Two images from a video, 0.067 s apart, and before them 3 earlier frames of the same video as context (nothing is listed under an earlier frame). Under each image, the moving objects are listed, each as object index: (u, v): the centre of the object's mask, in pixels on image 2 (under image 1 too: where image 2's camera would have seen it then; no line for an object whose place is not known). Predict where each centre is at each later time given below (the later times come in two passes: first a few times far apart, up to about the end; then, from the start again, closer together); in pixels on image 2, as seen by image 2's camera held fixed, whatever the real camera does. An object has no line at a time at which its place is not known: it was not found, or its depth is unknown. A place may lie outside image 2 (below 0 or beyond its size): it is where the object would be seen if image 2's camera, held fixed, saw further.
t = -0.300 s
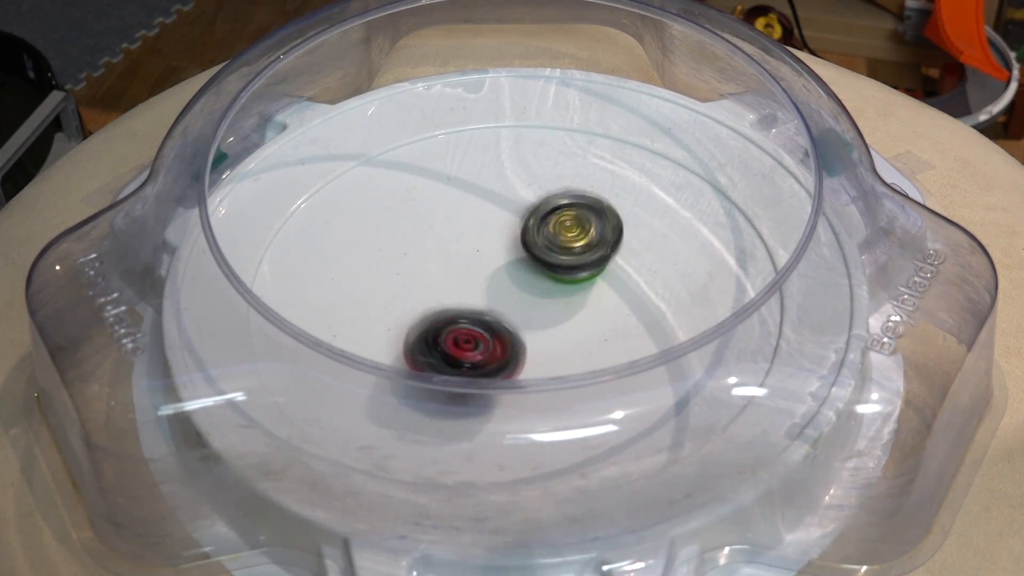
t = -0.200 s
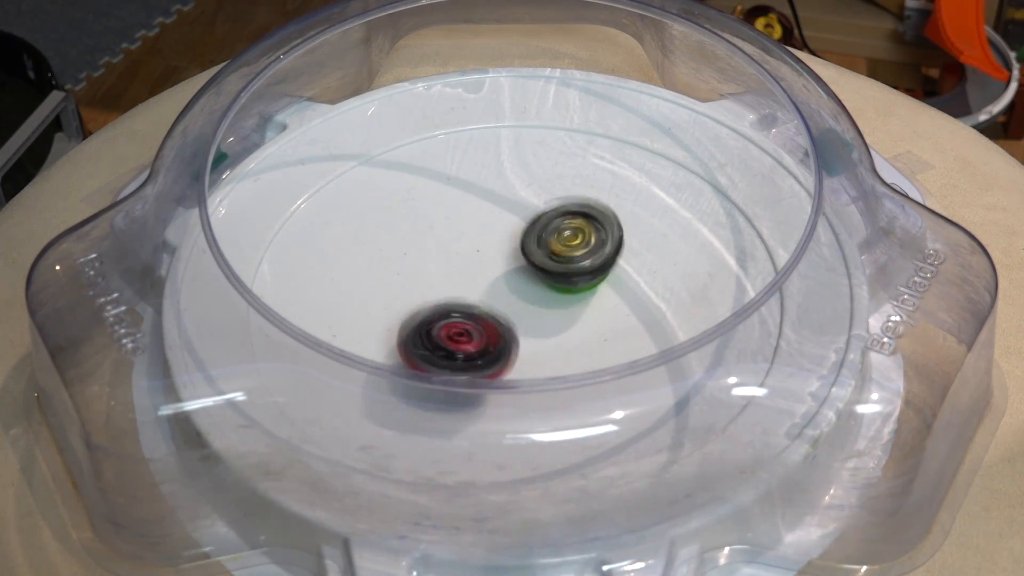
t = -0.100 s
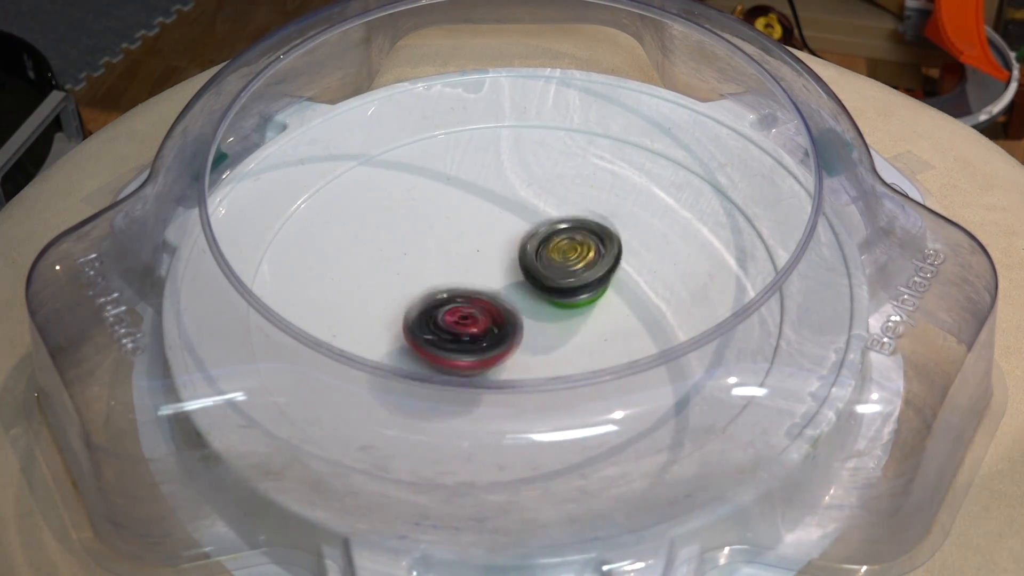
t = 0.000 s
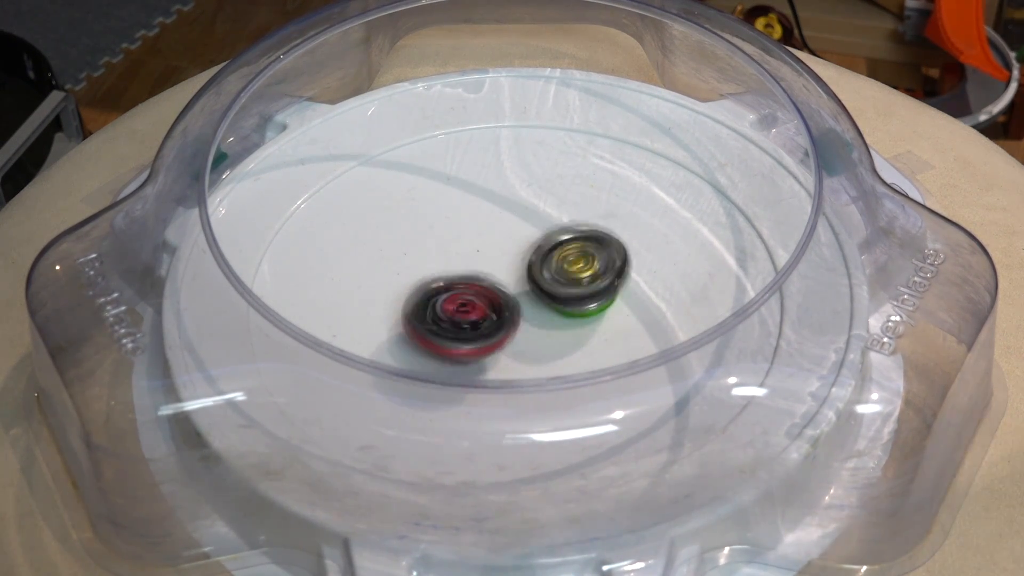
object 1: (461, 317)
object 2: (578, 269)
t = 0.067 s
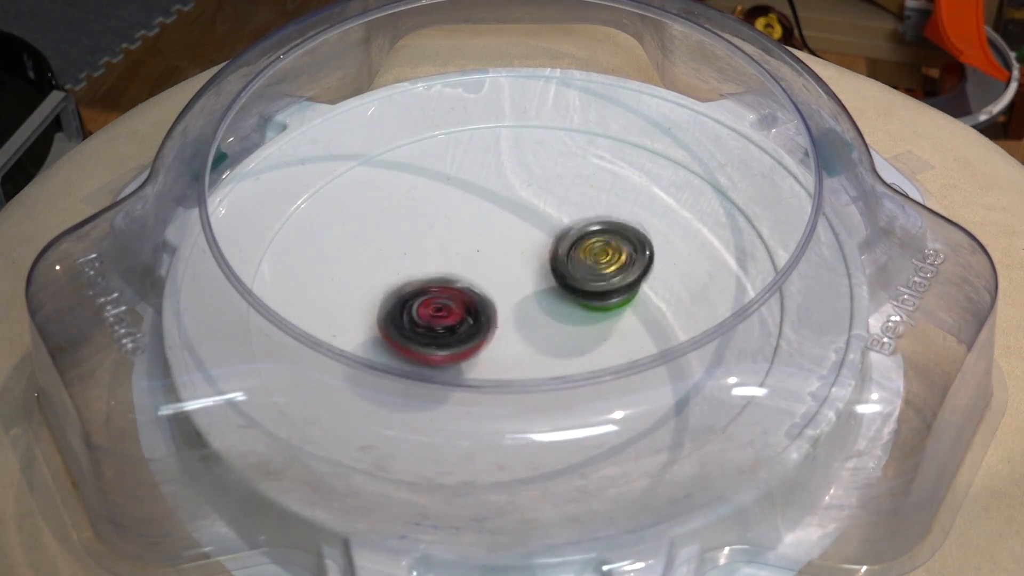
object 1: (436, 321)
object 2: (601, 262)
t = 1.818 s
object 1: (517, 261)
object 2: (466, 339)
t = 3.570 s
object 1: (524, 332)
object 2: (504, 250)
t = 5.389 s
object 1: (470, 316)
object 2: (550, 256)
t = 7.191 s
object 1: (455, 303)
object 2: (572, 263)
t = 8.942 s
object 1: (467, 307)
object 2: (578, 263)
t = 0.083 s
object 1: (434, 321)
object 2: (604, 261)
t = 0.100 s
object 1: (430, 321)
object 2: (606, 260)
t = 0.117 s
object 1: (430, 321)
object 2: (607, 261)
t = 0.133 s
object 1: (427, 320)
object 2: (606, 261)
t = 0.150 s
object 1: (428, 320)
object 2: (606, 262)
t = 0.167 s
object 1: (427, 319)
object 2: (606, 263)
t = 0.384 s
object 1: (470, 302)
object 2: (587, 288)
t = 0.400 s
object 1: (472, 299)
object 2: (586, 290)
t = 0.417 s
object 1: (472, 297)
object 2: (588, 291)
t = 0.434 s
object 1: (469, 295)
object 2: (592, 292)
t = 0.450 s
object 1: (468, 294)
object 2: (593, 294)
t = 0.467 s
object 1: (466, 291)
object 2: (591, 295)
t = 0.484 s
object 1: (466, 290)
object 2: (590, 296)
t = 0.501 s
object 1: (465, 288)
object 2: (588, 297)
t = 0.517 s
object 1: (466, 287)
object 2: (588, 298)
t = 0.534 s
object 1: (465, 286)
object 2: (587, 300)
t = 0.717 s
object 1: (469, 275)
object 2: (572, 318)
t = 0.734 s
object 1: (468, 274)
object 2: (571, 320)
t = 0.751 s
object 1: (469, 273)
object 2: (570, 322)
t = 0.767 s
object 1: (469, 272)
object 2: (567, 323)
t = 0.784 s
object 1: (470, 272)
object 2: (563, 325)
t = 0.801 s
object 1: (471, 271)
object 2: (561, 325)
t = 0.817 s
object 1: (470, 270)
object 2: (560, 327)
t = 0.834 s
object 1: (468, 266)
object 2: (563, 329)
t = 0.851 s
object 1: (463, 263)
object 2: (566, 332)
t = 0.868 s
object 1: (462, 260)
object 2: (565, 333)
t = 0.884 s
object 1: (459, 258)
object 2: (565, 334)
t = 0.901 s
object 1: (459, 256)
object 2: (563, 335)
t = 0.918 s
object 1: (457, 255)
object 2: (563, 336)
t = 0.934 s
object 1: (458, 254)
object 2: (563, 336)
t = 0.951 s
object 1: (457, 254)
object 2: (563, 337)
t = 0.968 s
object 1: (459, 253)
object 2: (562, 338)
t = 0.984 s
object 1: (458, 254)
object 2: (558, 339)
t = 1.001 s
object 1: (461, 254)
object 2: (555, 340)
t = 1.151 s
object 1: (482, 263)
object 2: (532, 344)
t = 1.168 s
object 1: (484, 265)
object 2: (530, 344)
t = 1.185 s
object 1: (487, 266)
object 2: (529, 344)
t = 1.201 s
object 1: (489, 268)
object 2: (528, 344)
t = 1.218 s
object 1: (493, 269)
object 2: (524, 345)
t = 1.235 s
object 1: (494, 270)
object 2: (520, 345)
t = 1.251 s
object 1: (494, 265)
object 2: (516, 348)
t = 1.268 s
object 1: (495, 257)
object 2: (516, 361)
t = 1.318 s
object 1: (493, 236)
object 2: (515, 377)
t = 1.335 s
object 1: (494, 231)
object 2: (516, 380)
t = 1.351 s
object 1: (493, 227)
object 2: (517, 380)
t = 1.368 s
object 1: (494, 224)
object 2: (516, 380)
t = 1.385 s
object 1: (494, 221)
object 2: (515, 379)
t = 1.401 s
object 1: (494, 219)
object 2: (513, 380)
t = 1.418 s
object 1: (494, 218)
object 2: (510, 380)
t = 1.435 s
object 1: (495, 218)
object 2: (510, 380)
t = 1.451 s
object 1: (495, 218)
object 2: (509, 381)
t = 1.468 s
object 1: (495, 219)
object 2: (509, 380)
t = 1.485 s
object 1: (496, 220)
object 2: (508, 380)
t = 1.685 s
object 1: (506, 255)
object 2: (489, 347)
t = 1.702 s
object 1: (508, 258)
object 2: (487, 344)
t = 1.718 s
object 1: (508, 261)
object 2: (486, 343)
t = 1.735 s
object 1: (510, 263)
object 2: (481, 341)
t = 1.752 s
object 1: (512, 263)
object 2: (478, 342)
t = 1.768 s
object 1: (514, 261)
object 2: (474, 341)
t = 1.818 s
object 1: (517, 261)
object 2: (466, 339)
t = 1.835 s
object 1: (519, 261)
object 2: (464, 338)
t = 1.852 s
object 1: (519, 261)
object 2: (463, 337)
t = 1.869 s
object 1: (521, 262)
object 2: (463, 336)
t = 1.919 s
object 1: (527, 258)
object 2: (456, 333)
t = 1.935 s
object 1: (529, 258)
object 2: (455, 332)
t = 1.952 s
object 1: (531, 257)
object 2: (452, 331)
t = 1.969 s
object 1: (532, 258)
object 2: (452, 329)
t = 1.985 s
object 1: (533, 258)
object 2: (449, 328)
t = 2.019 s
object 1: (535, 259)
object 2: (447, 323)
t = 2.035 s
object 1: (535, 260)
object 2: (447, 320)
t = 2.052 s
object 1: (536, 262)
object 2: (446, 317)
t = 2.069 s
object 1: (538, 261)
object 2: (443, 316)
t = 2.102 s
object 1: (554, 256)
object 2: (428, 317)
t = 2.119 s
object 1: (560, 254)
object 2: (423, 317)
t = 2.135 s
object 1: (565, 253)
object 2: (420, 316)
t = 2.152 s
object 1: (569, 251)
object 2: (418, 315)
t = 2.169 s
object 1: (574, 251)
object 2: (416, 313)
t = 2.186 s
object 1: (575, 249)
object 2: (415, 312)
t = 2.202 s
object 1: (578, 250)
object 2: (415, 310)
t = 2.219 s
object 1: (579, 250)
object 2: (415, 308)
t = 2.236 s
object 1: (581, 251)
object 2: (414, 305)
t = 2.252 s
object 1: (580, 252)
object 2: (415, 303)
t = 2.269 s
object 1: (580, 252)
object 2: (415, 301)
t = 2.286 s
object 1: (579, 254)
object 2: (416, 298)
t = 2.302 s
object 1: (578, 255)
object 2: (417, 296)
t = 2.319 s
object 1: (577, 257)
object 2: (418, 294)
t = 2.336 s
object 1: (575, 258)
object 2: (419, 292)
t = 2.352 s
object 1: (574, 261)
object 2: (421, 290)
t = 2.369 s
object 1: (571, 262)
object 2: (422, 287)
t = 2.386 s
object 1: (570, 264)
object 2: (425, 285)
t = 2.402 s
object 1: (566, 266)
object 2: (427, 283)
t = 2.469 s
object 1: (557, 273)
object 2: (438, 275)
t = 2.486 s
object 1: (554, 275)
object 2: (441, 274)
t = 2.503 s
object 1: (564, 276)
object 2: (434, 270)
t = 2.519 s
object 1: (578, 278)
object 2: (422, 266)
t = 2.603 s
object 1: (633, 290)
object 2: (386, 252)
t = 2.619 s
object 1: (640, 292)
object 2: (386, 251)
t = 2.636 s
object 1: (643, 293)
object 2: (385, 250)
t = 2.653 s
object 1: (647, 294)
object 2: (385, 250)
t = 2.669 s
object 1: (648, 296)
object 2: (386, 249)
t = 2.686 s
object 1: (649, 297)
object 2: (388, 250)
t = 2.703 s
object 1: (648, 298)
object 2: (390, 250)
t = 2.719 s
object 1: (646, 299)
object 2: (393, 250)
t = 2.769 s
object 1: (636, 302)
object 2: (403, 250)
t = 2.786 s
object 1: (630, 303)
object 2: (407, 250)
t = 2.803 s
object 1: (625, 304)
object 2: (412, 251)
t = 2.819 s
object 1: (619, 305)
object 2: (415, 250)
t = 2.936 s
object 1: (568, 306)
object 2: (451, 257)
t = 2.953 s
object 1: (560, 307)
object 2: (456, 258)
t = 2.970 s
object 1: (554, 305)
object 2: (463, 258)
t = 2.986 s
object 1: (557, 309)
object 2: (461, 254)
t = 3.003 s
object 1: (561, 313)
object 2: (456, 249)
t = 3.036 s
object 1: (568, 319)
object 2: (450, 242)
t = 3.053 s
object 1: (571, 320)
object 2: (449, 240)
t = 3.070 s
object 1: (571, 322)
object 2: (447, 239)
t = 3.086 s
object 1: (573, 323)
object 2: (447, 239)
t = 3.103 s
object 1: (572, 323)
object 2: (448, 239)
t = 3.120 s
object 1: (571, 324)
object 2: (449, 239)
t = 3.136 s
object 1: (572, 324)
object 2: (450, 240)
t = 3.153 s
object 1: (568, 324)
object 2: (453, 240)
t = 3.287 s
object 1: (545, 318)
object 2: (476, 247)
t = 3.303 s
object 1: (542, 316)
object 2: (478, 248)
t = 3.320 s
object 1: (540, 317)
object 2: (479, 247)
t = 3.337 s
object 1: (539, 319)
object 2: (479, 246)
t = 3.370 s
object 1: (537, 323)
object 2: (482, 246)
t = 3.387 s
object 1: (536, 324)
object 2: (485, 246)
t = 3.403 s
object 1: (535, 325)
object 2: (487, 246)
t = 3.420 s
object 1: (534, 326)
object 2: (489, 247)
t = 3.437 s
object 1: (532, 327)
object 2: (491, 247)
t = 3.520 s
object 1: (526, 330)
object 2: (499, 250)
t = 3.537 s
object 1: (525, 331)
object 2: (500, 250)
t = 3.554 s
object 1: (525, 332)
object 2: (503, 249)
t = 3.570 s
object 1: (524, 332)
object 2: (504, 250)
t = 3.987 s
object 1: (500, 341)
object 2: (534, 251)
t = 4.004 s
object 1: (497, 343)
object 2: (534, 245)
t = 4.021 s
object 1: (498, 345)
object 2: (536, 242)
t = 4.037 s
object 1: (496, 347)
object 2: (536, 239)
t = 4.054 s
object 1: (495, 348)
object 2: (540, 237)
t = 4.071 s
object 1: (495, 349)
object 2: (540, 235)
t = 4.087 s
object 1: (494, 350)
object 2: (541, 234)
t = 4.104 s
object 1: (494, 350)
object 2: (540, 233)
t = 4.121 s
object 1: (495, 350)
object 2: (538, 233)
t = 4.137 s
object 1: (494, 350)
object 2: (538, 234)
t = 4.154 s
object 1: (495, 349)
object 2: (539, 234)
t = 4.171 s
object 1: (496, 349)
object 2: (542, 234)
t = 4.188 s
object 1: (495, 347)
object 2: (543, 235)
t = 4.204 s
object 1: (497, 346)
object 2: (543, 234)
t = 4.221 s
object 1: (497, 345)
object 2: (542, 235)
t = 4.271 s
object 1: (498, 340)
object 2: (543, 240)
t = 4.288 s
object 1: (499, 337)
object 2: (545, 240)
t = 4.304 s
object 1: (500, 336)
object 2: (545, 242)
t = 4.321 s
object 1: (499, 333)
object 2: (544, 242)
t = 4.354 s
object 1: (501, 327)
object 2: (542, 246)
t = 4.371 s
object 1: (502, 323)
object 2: (544, 247)
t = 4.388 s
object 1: (503, 322)
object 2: (546, 247)
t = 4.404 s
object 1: (500, 323)
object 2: (550, 244)
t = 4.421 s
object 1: (498, 324)
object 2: (549, 242)
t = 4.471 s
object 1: (497, 325)
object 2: (550, 239)
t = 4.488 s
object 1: (497, 326)
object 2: (552, 239)
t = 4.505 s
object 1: (496, 325)
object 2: (551, 239)
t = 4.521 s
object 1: (497, 325)
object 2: (550, 240)
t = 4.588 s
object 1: (499, 320)
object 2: (549, 244)
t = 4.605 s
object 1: (498, 317)
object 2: (550, 244)
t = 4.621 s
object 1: (499, 316)
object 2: (549, 243)
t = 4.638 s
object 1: (497, 319)
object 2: (550, 243)
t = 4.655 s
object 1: (494, 320)
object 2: (550, 243)
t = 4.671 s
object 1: (493, 321)
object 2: (553, 243)
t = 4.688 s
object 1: (491, 322)
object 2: (553, 242)
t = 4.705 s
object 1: (490, 322)
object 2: (553, 241)
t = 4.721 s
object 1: (490, 323)
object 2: (550, 242)
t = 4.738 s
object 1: (488, 322)
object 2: (548, 243)
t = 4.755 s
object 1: (488, 322)
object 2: (550, 245)
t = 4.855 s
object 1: (488, 316)
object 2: (548, 249)
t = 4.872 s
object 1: (487, 315)
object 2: (550, 248)
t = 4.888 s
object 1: (485, 316)
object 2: (549, 248)
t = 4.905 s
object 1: (484, 315)
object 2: (547, 248)
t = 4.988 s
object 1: (477, 317)
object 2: (548, 249)
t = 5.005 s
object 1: (475, 318)
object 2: (548, 250)
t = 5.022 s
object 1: (472, 319)
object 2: (549, 250)
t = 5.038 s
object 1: (471, 320)
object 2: (551, 250)
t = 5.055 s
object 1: (471, 320)
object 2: (550, 249)
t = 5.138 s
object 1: (472, 318)
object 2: (549, 252)
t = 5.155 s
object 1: (473, 316)
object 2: (547, 253)
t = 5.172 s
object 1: (473, 315)
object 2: (546, 255)
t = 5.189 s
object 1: (474, 315)
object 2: (547, 256)
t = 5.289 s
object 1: (467, 318)
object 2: (554, 253)
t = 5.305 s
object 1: (467, 318)
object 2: (551, 253)
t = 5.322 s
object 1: (466, 318)
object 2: (550, 253)
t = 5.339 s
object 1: (468, 318)
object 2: (551, 255)
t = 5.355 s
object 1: (468, 318)
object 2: (552, 255)
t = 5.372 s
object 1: (469, 316)
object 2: (552, 255)
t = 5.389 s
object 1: (470, 316)
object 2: (550, 256)
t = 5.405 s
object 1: (471, 315)
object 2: (548, 257)
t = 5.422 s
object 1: (472, 313)
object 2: (550, 258)
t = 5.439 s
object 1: (471, 314)
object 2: (553, 257)
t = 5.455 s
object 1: (468, 316)
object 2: (556, 255)
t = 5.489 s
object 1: (464, 319)
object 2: (556, 254)
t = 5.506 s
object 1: (463, 320)
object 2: (559, 254)
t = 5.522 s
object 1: (462, 321)
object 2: (559, 253)
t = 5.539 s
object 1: (462, 322)
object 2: (558, 253)
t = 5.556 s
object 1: (462, 321)
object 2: (557, 254)
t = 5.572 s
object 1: (462, 321)
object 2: (557, 256)
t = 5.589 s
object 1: (464, 322)
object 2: (560, 255)
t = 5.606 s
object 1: (465, 321)
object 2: (559, 256)
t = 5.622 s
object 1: (466, 320)
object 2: (557, 256)
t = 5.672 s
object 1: (471, 317)
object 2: (559, 260)
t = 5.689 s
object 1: (474, 316)
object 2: (557, 260)
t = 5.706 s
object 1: (474, 315)
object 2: (556, 262)
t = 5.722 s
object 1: (473, 315)
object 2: (559, 262)
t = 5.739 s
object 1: (475, 315)
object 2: (559, 262)
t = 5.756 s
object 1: (474, 316)
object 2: (559, 261)
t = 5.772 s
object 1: (468, 320)
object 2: (563, 257)
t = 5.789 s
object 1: (462, 323)
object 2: (568, 254)
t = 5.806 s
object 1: (458, 325)
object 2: (574, 251)
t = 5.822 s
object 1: (456, 327)
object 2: (574, 248)
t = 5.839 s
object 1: (454, 329)
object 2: (574, 247)
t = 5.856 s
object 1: (453, 330)
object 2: (576, 247)
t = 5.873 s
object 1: (452, 331)
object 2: (578, 246)
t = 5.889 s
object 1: (452, 331)
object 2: (578, 245)
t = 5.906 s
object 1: (453, 332)
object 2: (576, 245)
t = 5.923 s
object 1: (454, 332)
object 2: (576, 246)
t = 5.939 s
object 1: (455, 332)
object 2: (579, 247)
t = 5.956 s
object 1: (457, 331)
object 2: (578, 246)
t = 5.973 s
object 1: (458, 331)
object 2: (576, 247)
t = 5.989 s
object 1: (460, 330)
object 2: (576, 248)
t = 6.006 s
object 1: (462, 330)
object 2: (576, 249)
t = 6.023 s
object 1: (463, 329)
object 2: (576, 249)
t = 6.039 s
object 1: (465, 327)
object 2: (573, 250)
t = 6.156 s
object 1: (481, 317)
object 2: (567, 258)
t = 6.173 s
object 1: (483, 316)
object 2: (564, 259)
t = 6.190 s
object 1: (478, 316)
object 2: (568, 258)
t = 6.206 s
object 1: (472, 319)
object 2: (574, 254)
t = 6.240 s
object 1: (463, 321)
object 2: (579, 249)
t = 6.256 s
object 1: (460, 322)
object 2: (581, 248)
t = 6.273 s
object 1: (459, 323)
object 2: (583, 247)
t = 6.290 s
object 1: (458, 323)
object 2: (580, 247)
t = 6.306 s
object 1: (458, 322)
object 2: (579, 248)
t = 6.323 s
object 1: (458, 322)
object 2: (581, 247)
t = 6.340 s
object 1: (459, 321)
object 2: (579, 247)
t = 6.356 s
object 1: (459, 320)
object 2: (577, 248)
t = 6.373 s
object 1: (460, 319)
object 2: (577, 250)
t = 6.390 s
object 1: (462, 318)
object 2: (578, 249)
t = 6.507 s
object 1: (474, 307)
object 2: (568, 257)
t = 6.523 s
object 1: (475, 305)
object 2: (565, 258)
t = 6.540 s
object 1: (475, 304)
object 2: (563, 259)
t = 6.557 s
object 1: (473, 304)
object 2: (567, 259)
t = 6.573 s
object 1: (470, 304)
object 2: (569, 257)
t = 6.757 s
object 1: (459, 300)
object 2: (565, 258)
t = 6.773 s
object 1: (458, 300)
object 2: (565, 259)
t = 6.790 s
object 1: (457, 299)
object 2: (566, 258)
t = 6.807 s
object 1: (457, 299)
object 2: (563, 257)
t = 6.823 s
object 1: (457, 299)
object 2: (562, 259)
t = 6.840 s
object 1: (457, 299)
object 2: (564, 259)
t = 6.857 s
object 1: (458, 297)
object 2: (563, 259)
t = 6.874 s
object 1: (459, 297)
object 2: (560, 261)
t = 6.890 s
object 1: (461, 297)
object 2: (561, 262)
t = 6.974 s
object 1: (452, 301)
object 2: (569, 258)
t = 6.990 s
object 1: (452, 301)
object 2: (570, 259)
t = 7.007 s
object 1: (451, 302)
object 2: (572, 259)
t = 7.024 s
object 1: (451, 303)
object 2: (569, 259)
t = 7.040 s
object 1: (453, 303)
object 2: (568, 260)
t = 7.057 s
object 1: (453, 302)
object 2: (571, 260)
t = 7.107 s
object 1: (457, 302)
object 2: (570, 262)
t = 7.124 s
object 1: (458, 301)
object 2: (567, 263)
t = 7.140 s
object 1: (460, 301)
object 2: (565, 265)
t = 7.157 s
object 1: (463, 301)
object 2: (567, 266)
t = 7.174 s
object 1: (464, 300)
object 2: (565, 265)
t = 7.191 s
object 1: (455, 303)
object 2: (572, 263)
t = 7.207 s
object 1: (446, 305)
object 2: (583, 260)
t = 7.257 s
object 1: (424, 310)
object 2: (604, 253)
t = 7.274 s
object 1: (421, 312)
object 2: (605, 252)
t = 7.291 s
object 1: (417, 312)
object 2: (608, 253)
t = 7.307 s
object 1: (414, 313)
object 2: (610, 251)
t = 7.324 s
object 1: (414, 315)
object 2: (608, 253)
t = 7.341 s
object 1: (414, 315)
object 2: (611, 253)
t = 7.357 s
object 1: (413, 315)
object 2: (611, 252)
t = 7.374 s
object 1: (414, 316)
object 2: (610, 255)
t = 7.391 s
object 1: (417, 317)
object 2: (612, 254)
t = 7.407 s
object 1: (418, 316)
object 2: (610, 256)
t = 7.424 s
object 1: (420, 315)
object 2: (611, 258)
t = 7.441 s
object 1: (425, 316)
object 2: (610, 258)
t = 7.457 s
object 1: (429, 316)
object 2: (608, 260)
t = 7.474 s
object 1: (431, 314)
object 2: (609, 261)
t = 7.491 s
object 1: (435, 313)
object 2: (606, 262)
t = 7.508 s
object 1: (440, 313)
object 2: (604, 266)
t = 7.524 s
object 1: (444, 313)
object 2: (605, 266)
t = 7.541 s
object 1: (447, 311)
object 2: (600, 268)
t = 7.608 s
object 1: (463, 305)
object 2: (592, 274)
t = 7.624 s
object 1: (468, 303)
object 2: (588, 276)
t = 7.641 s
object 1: (473, 304)
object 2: (584, 279)
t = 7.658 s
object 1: (473, 302)
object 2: (584, 277)
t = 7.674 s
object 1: (473, 299)
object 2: (581, 278)
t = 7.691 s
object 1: (473, 299)
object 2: (583, 278)
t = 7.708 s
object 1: (464, 299)
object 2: (586, 275)
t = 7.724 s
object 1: (458, 298)
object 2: (587, 275)
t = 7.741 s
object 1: (452, 299)
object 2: (593, 274)
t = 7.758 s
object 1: (448, 299)
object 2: (591, 273)
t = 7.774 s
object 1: (445, 299)
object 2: (592, 273)
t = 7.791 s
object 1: (442, 299)
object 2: (592, 271)
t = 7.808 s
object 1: (441, 299)
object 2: (588, 272)
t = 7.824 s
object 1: (441, 298)
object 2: (590, 271)
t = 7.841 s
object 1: (441, 298)
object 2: (587, 270)
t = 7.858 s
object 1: (440, 298)
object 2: (586, 271)
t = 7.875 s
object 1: (441, 298)
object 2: (586, 269)
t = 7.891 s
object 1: (443, 296)
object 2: (581, 270)
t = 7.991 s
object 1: (454, 292)
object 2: (575, 270)
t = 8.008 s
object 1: (457, 291)
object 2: (573, 269)
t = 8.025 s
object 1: (459, 289)
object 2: (569, 270)
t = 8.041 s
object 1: (460, 288)
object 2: (569, 269)
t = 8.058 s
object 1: (458, 288)
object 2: (568, 268)
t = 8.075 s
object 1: (454, 289)
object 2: (575, 267)
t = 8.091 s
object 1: (451, 288)
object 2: (576, 264)
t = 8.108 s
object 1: (446, 289)
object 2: (578, 264)
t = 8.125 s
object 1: (444, 291)
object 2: (582, 262)
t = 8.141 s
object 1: (444, 291)
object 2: (578, 262)
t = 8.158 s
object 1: (444, 291)
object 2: (579, 262)
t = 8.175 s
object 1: (442, 292)
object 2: (578, 260)
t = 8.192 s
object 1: (443, 294)
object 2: (576, 261)
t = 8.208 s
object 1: (445, 294)
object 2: (578, 260)
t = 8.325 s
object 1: (460, 295)
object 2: (574, 261)
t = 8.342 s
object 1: (464, 296)
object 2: (573, 260)
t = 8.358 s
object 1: (467, 296)
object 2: (571, 263)
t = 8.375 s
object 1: (468, 296)
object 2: (572, 261)
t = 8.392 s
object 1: (466, 297)
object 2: (574, 260)
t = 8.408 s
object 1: (465, 299)
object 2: (579, 259)
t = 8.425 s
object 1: (466, 301)
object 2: (578, 257)
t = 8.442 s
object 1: (466, 301)
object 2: (579, 258)
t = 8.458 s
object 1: (466, 301)
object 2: (581, 256)
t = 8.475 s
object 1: (467, 302)
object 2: (578, 257)
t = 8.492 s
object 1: (470, 303)
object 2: (581, 256)
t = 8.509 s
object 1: (471, 304)
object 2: (579, 256)
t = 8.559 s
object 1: (478, 303)
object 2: (577, 259)
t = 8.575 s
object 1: (480, 304)
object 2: (580, 259)
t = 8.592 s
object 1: (480, 303)
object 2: (576, 259)
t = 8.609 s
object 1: (478, 302)
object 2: (581, 259)
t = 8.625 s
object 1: (477, 303)
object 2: (582, 257)
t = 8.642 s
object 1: (477, 304)
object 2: (582, 259)
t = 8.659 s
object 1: (475, 304)
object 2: (582, 258)
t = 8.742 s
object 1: (474, 303)
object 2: (576, 262)
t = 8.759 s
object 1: (475, 303)
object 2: (574, 264)
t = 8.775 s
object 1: (476, 302)
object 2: (576, 263)
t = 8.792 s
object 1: (472, 304)
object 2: (577, 262)
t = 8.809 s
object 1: (469, 306)
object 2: (583, 261)
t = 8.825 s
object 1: (467, 307)
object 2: (581, 260)
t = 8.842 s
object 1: (466, 307)
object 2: (584, 260)
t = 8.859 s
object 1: (466, 307)
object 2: (584, 259)
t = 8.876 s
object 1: (465, 307)
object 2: (583, 261)
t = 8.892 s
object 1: (464, 307)
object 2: (583, 260)
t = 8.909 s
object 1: (464, 308)
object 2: (580, 262)
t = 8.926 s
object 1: (466, 308)
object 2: (583, 262)
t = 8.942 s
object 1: (467, 307)
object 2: (578, 263)
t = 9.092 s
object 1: (467, 307)
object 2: (574, 264)
